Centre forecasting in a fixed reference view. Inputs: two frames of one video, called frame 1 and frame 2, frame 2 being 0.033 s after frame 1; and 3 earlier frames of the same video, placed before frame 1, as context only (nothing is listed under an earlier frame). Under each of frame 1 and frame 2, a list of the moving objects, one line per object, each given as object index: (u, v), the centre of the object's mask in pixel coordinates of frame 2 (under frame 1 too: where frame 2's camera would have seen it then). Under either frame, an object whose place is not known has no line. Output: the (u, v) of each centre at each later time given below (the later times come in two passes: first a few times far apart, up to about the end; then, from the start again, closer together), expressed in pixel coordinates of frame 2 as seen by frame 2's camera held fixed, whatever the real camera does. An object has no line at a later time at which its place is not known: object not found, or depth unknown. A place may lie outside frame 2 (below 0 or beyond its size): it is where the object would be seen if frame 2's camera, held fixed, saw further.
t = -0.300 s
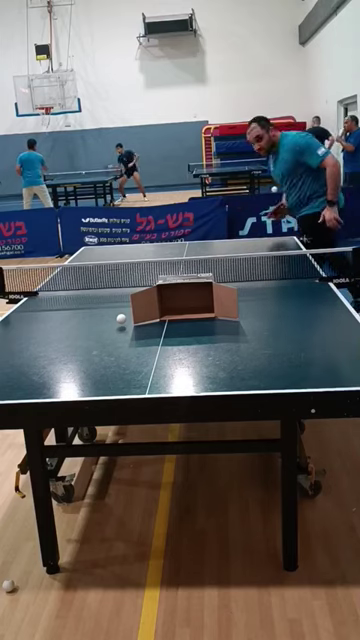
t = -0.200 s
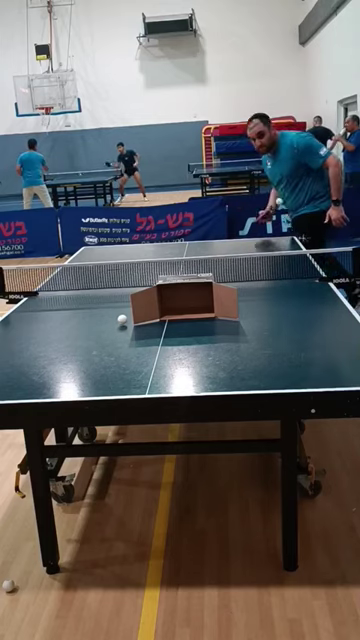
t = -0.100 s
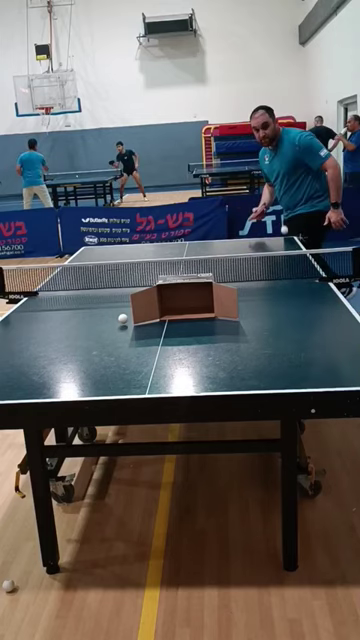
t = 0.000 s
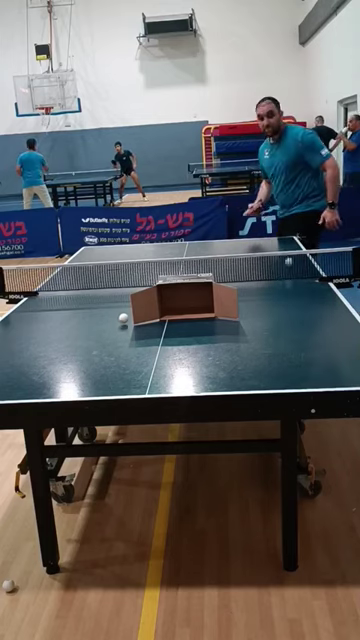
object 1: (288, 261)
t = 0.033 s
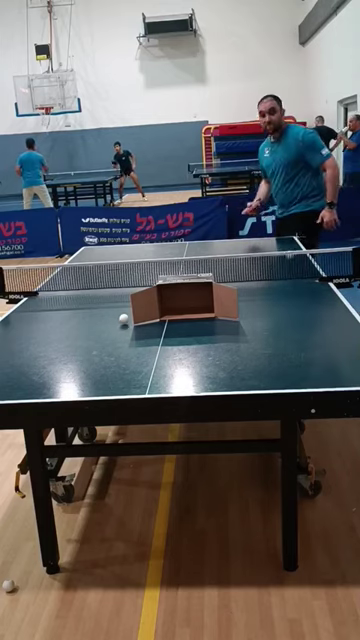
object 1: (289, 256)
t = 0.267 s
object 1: (293, 258)
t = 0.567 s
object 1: (287, 282)
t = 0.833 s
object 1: (270, 302)
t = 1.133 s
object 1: (243, 306)
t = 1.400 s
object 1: (219, 303)
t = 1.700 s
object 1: (187, 306)
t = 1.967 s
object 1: (169, 307)
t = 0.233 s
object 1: (292, 251)
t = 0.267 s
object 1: (293, 258)
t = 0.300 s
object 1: (293, 268)
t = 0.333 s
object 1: (294, 281)
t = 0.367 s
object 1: (294, 296)
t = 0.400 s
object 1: (294, 303)
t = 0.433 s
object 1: (293, 294)
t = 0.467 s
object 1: (291, 287)
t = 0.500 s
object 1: (290, 282)
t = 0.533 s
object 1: (289, 281)
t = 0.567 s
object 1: (287, 282)
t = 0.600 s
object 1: (286, 286)
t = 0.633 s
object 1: (284, 292)
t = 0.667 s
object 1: (283, 302)
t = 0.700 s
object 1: (281, 314)
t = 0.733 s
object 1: (280, 329)
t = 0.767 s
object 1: (277, 318)
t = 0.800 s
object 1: (273, 309)
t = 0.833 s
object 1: (270, 302)
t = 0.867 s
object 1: (267, 299)
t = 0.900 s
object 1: (264, 298)
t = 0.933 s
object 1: (262, 300)
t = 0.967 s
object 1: (259, 305)
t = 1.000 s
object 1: (256, 313)
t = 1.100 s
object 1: (247, 313)
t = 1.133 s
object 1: (243, 306)
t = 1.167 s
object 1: (240, 300)
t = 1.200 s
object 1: (236, 298)
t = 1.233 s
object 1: (233, 298)
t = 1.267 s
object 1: (230, 301)
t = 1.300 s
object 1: (227, 307)
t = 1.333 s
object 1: (225, 315)
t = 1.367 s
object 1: (222, 312)
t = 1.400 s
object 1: (219, 303)
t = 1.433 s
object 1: (216, 297)
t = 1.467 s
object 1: (213, 293)
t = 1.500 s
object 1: (210, 292)
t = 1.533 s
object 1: (207, 294)
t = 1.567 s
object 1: (202, 298)
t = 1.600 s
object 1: (199, 303)
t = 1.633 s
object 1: (195, 309)
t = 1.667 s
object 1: (191, 306)
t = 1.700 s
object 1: (187, 306)
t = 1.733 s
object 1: (184, 307)
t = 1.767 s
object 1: (180, 307)
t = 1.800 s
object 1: (176, 306)
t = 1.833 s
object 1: (172, 305)
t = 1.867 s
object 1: (169, 305)
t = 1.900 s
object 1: (166, 305)
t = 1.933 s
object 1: (168, 306)
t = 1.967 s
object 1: (169, 307)
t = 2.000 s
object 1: (169, 307)
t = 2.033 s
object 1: (170, 308)
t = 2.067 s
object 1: (170, 308)
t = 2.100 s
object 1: (172, 309)
